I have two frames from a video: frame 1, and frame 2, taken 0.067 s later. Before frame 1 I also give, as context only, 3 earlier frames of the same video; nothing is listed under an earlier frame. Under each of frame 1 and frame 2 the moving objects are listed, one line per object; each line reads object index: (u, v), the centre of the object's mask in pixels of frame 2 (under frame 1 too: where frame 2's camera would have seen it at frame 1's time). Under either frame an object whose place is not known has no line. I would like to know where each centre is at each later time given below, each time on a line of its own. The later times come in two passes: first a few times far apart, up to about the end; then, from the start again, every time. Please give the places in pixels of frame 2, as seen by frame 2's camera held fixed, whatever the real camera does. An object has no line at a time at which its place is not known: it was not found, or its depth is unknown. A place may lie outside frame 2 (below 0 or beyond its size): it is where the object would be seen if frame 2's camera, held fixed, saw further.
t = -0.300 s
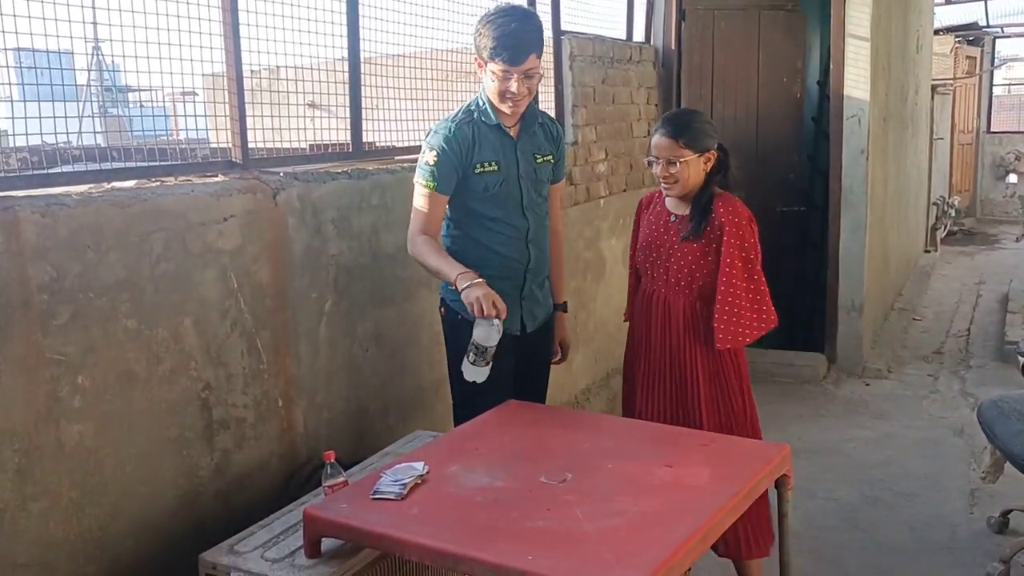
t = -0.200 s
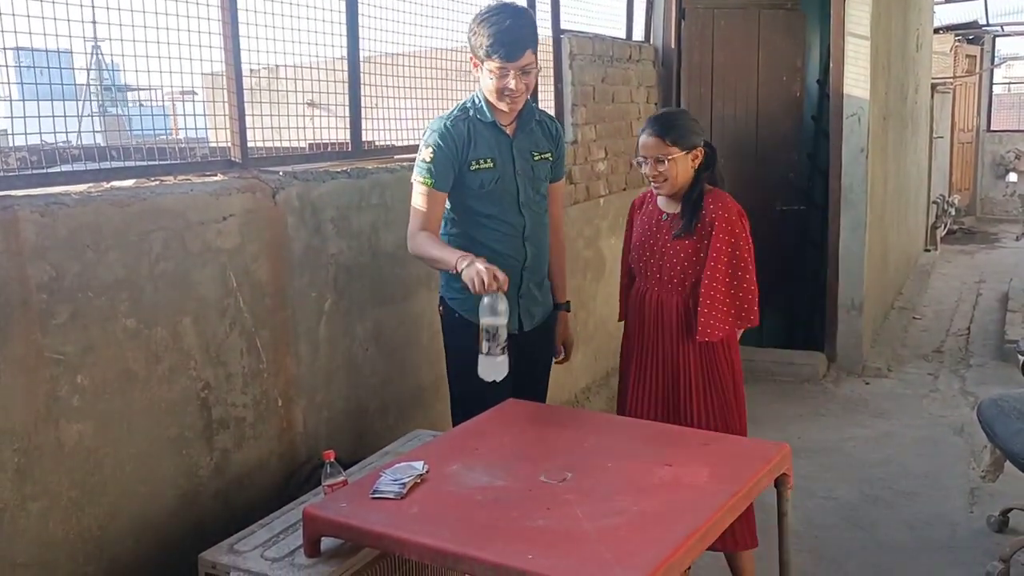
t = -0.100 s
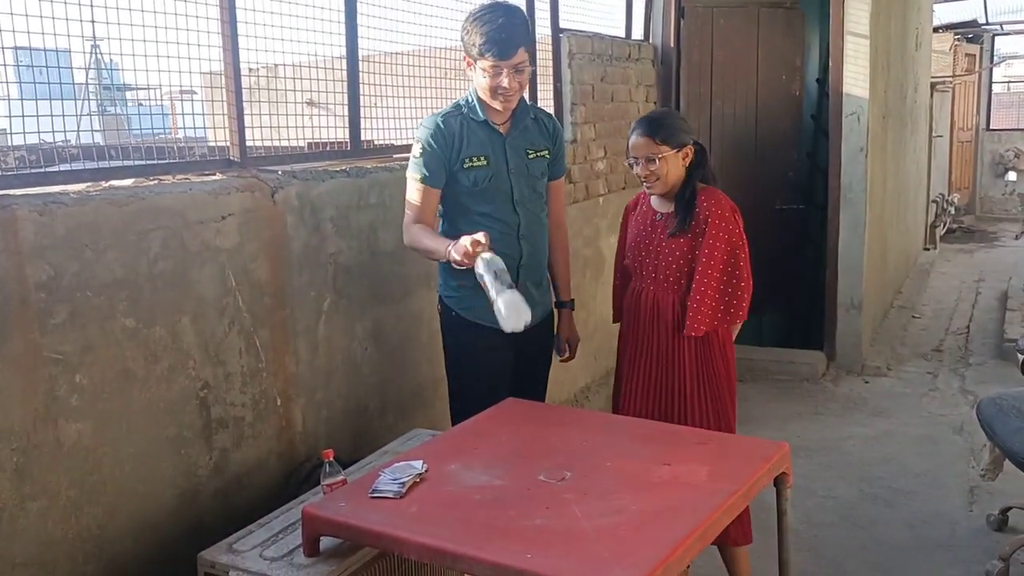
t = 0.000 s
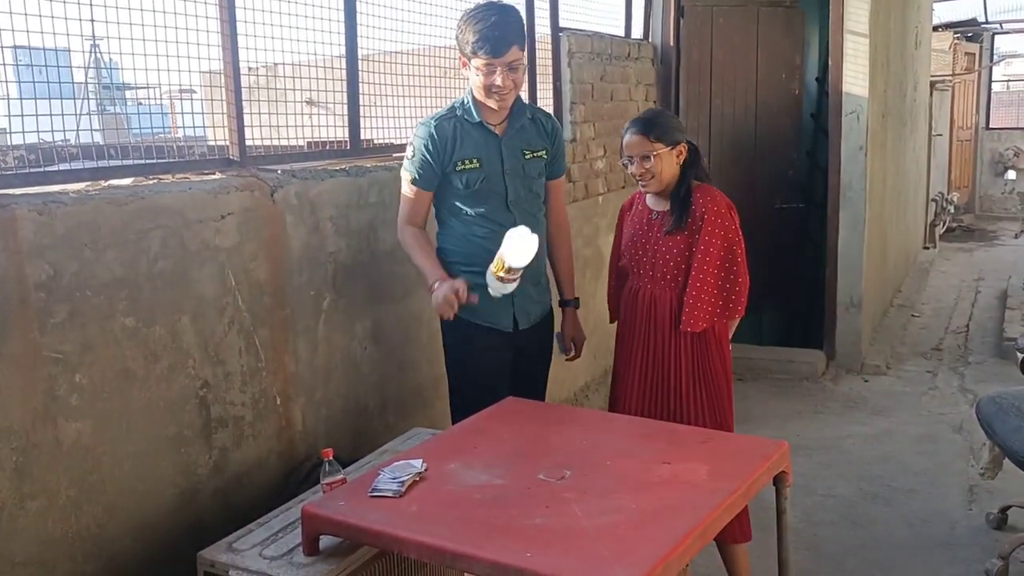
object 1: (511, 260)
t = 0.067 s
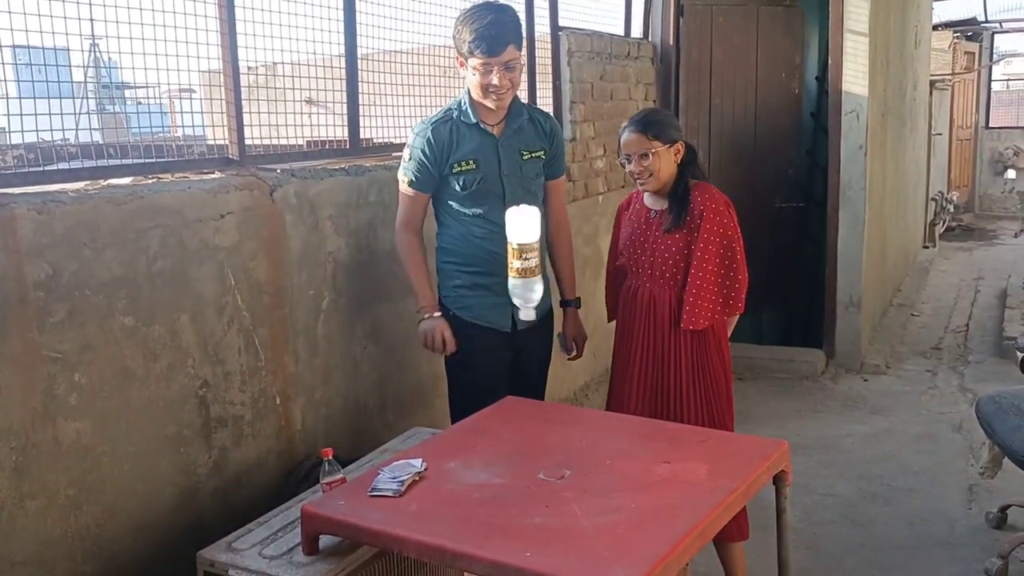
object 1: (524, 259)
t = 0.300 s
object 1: (566, 336)
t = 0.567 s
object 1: (594, 500)
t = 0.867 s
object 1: (561, 513)
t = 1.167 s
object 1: (535, 523)
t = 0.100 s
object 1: (532, 260)
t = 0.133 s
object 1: (539, 260)
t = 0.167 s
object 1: (545, 264)
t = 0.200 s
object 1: (550, 271)
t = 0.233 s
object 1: (555, 285)
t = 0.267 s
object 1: (560, 307)
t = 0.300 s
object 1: (566, 336)
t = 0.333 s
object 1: (571, 373)
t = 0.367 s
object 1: (577, 417)
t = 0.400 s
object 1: (585, 450)
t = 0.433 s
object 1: (595, 475)
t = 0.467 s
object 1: (594, 492)
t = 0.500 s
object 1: (596, 495)
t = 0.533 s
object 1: (597, 498)
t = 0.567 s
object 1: (594, 500)
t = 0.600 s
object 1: (591, 501)
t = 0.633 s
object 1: (586, 503)
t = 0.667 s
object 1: (581, 505)
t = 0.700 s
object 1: (576, 507)
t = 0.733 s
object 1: (573, 509)
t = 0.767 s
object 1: (570, 510)
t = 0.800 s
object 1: (568, 511)
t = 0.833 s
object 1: (565, 512)
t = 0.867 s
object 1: (561, 513)
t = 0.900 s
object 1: (558, 515)
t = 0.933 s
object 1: (553, 516)
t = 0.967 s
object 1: (550, 517)
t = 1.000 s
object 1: (548, 518)
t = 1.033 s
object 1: (546, 519)
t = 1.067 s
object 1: (543, 520)
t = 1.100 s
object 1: (541, 521)
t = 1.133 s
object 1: (538, 522)
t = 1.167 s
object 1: (535, 523)
